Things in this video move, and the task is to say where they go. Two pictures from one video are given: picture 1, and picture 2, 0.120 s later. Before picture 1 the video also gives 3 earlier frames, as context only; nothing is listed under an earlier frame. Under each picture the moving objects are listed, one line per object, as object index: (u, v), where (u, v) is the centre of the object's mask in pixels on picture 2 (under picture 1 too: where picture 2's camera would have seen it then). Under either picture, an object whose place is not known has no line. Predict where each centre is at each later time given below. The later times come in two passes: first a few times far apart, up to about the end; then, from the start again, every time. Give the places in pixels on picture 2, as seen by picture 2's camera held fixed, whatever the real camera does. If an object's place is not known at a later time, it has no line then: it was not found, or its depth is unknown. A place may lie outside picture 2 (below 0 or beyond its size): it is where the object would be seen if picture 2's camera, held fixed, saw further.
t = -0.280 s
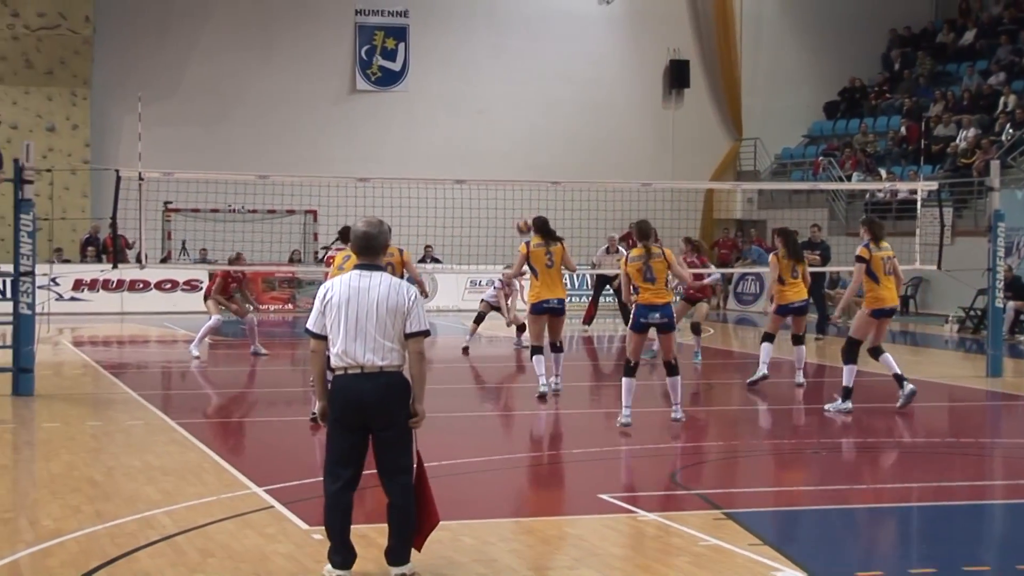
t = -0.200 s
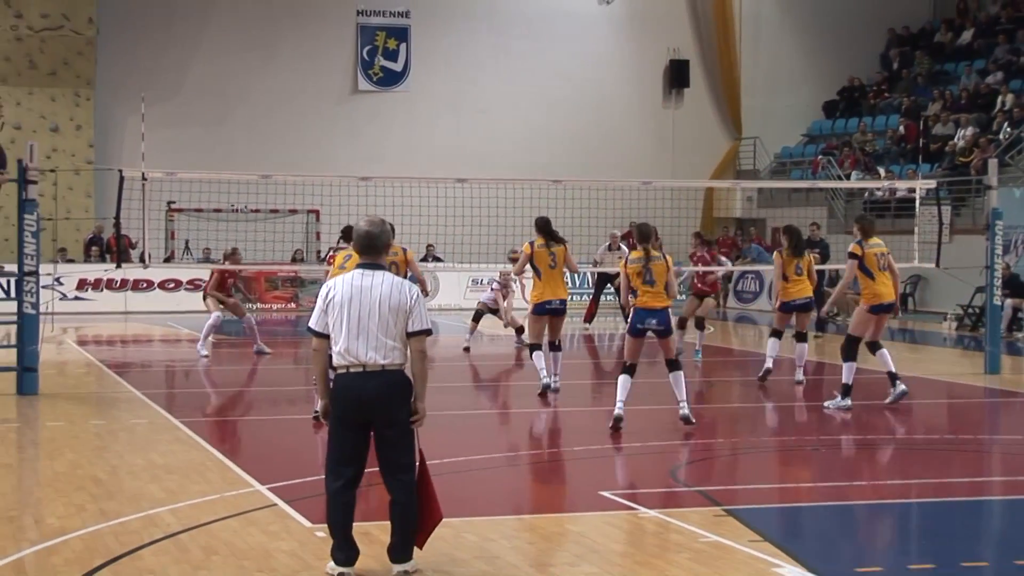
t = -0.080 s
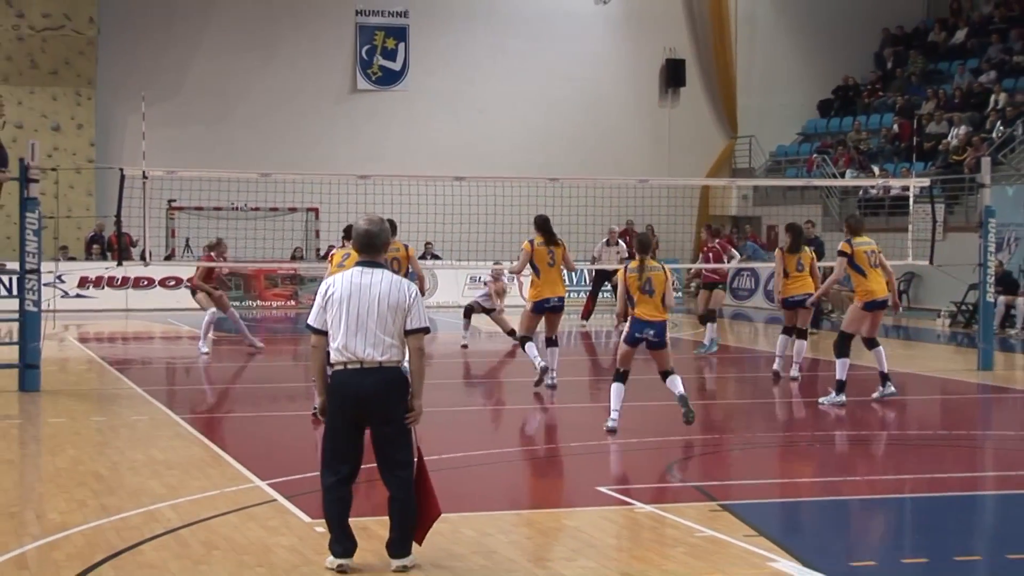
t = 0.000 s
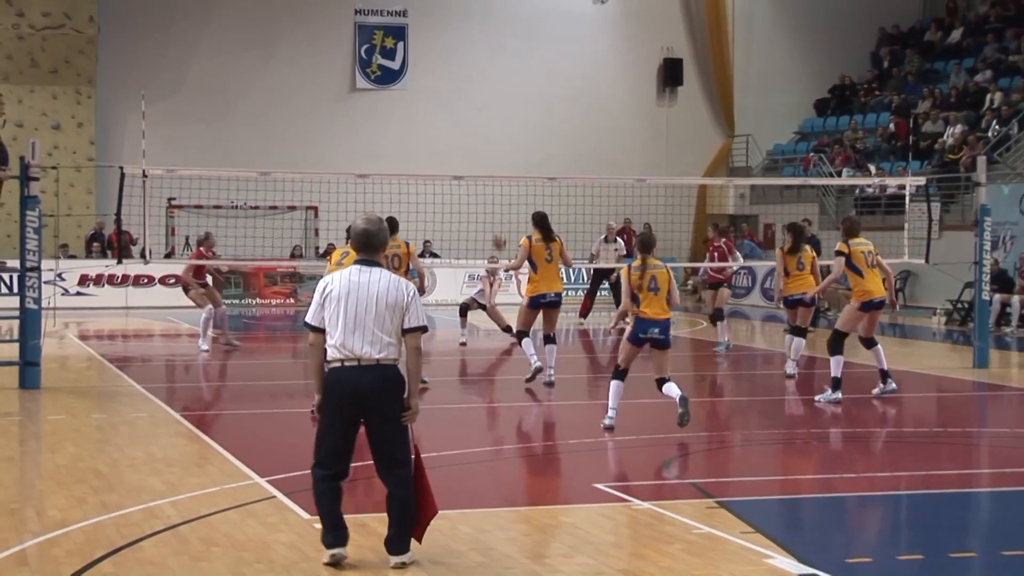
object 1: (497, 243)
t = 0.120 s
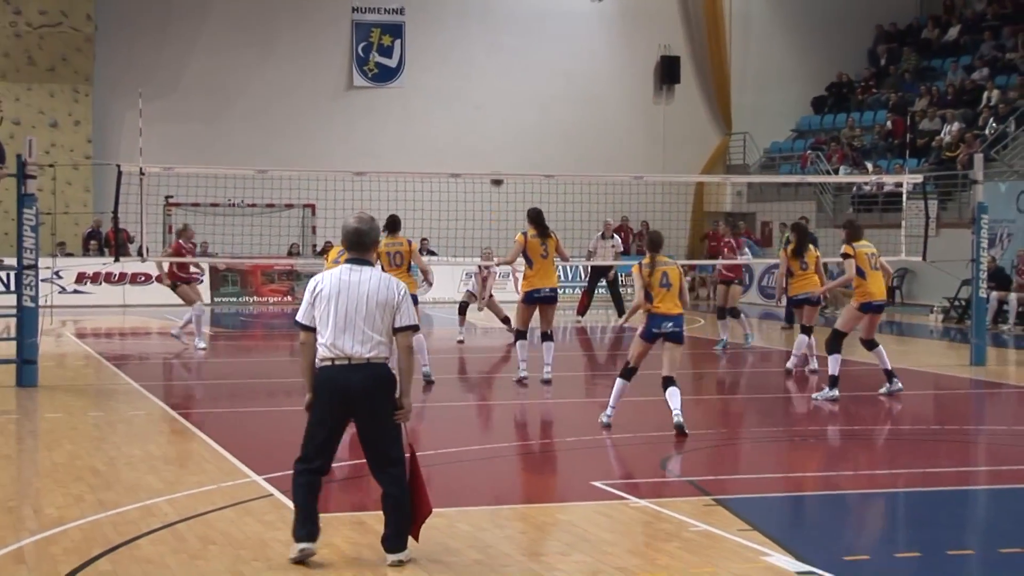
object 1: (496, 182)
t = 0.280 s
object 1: (498, 111)
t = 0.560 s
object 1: (502, 28)
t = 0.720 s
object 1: (504, 9)
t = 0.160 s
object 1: (497, 160)
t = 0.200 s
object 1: (498, 143)
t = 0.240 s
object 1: (498, 126)
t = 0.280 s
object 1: (498, 111)
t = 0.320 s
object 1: (498, 96)
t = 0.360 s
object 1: (499, 82)
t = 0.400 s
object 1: (499, 69)
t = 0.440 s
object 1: (500, 57)
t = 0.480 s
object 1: (500, 47)
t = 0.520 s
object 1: (501, 36)
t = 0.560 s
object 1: (502, 28)
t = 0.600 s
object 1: (503, 21)
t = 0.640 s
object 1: (503, 15)
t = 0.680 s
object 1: (503, 11)
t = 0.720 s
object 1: (504, 9)
